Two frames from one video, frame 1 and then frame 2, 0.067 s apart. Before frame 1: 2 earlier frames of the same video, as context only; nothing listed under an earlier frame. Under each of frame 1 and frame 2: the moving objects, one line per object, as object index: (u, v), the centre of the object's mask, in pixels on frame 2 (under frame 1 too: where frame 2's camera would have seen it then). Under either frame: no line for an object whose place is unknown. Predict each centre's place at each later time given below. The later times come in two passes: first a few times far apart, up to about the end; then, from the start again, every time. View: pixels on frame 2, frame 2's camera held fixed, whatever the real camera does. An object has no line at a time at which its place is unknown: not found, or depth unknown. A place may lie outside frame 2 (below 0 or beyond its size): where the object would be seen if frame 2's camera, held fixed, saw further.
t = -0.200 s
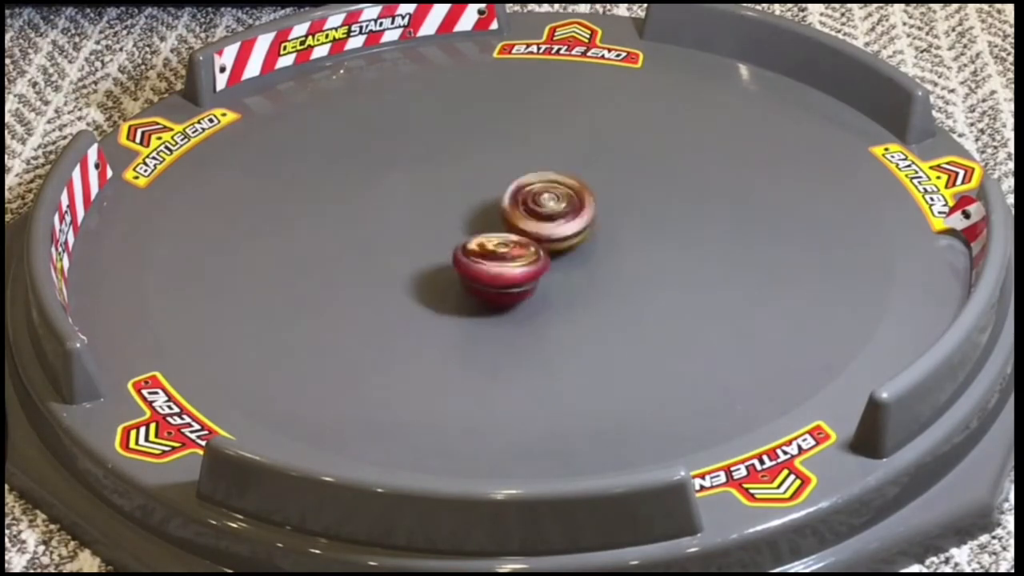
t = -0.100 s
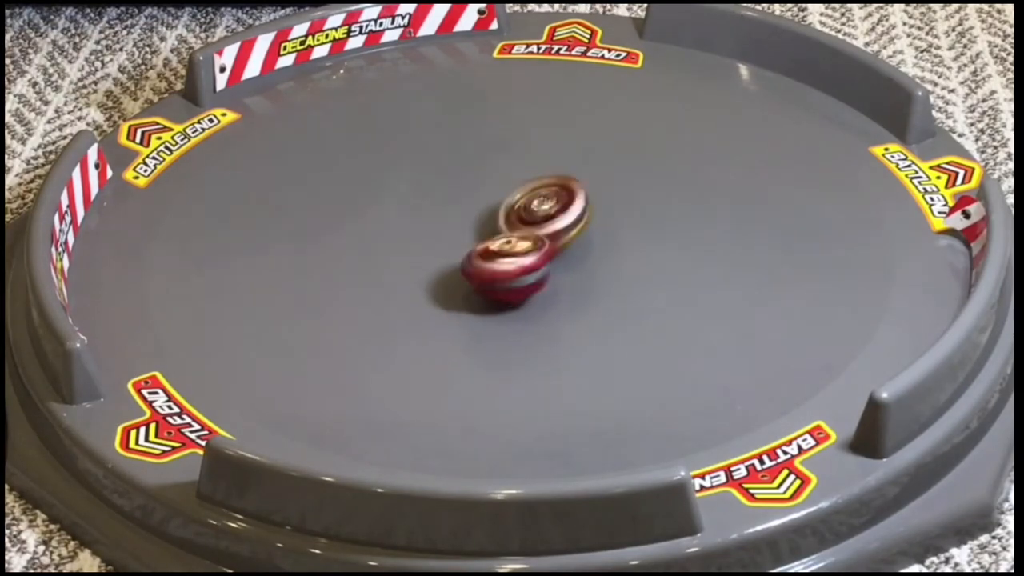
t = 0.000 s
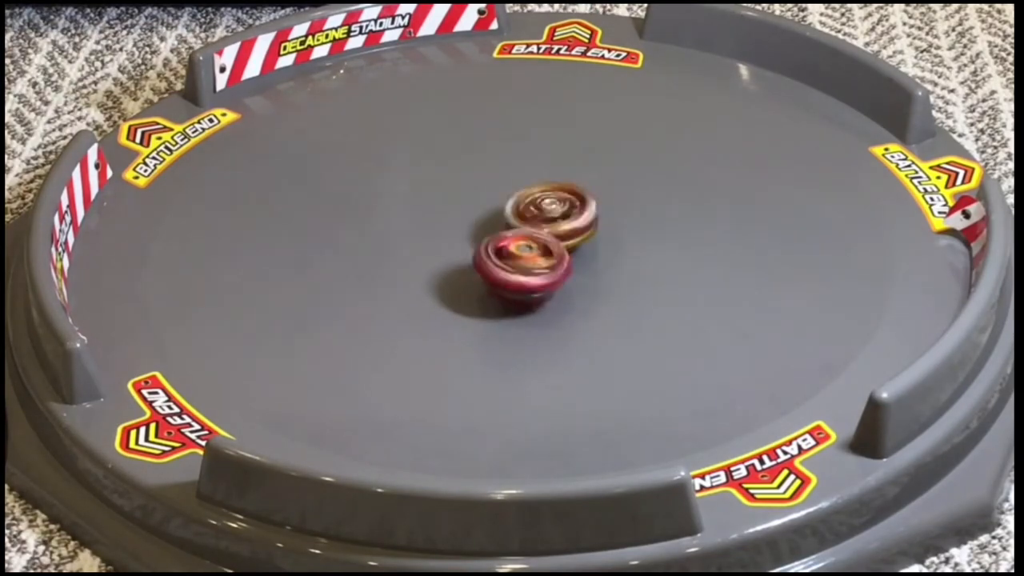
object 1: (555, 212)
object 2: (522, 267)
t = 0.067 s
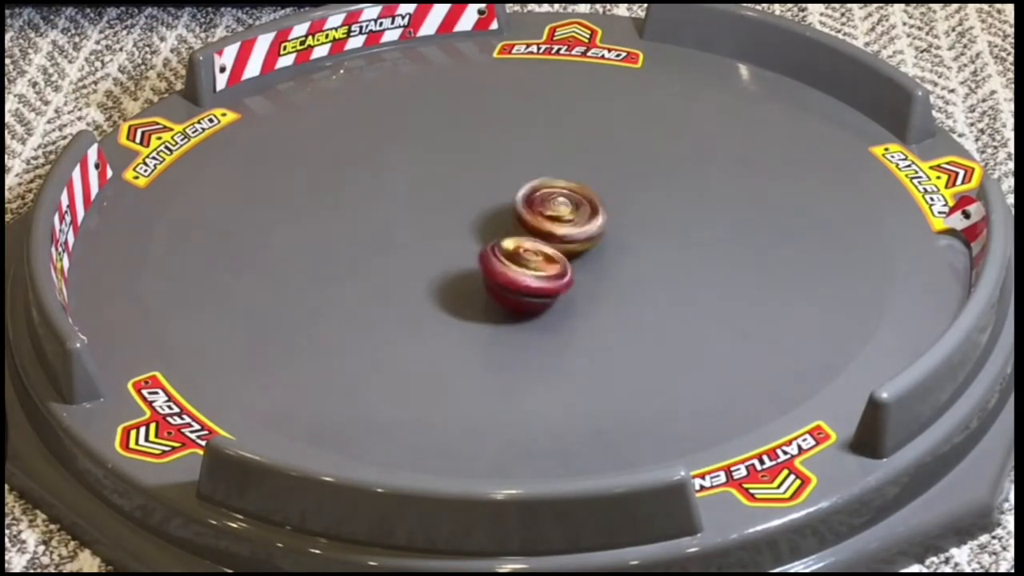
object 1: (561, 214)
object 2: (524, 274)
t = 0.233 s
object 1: (548, 217)
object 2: (531, 280)
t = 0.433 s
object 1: (542, 209)
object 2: (532, 272)
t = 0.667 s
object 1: (538, 207)
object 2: (514, 280)
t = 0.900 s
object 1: (530, 212)
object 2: (498, 277)
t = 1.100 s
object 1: (535, 210)
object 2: (484, 265)
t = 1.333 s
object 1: (523, 212)
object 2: (469, 256)
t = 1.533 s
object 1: (538, 222)
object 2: (473, 256)
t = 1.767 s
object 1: (541, 223)
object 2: (512, 295)
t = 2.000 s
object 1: (531, 221)
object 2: (548, 298)
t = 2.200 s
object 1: (530, 221)
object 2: (559, 298)
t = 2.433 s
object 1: (530, 223)
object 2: (560, 298)
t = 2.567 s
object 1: (531, 223)
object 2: (561, 298)
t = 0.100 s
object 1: (562, 215)
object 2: (525, 277)
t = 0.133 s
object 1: (558, 216)
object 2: (524, 278)
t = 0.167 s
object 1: (554, 215)
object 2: (526, 279)
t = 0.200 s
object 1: (551, 216)
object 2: (528, 279)
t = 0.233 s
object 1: (548, 217)
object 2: (531, 280)
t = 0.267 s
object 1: (549, 217)
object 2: (533, 278)
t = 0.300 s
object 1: (551, 217)
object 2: (535, 275)
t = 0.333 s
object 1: (554, 215)
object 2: (539, 273)
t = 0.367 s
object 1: (552, 214)
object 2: (539, 272)
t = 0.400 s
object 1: (548, 211)
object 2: (537, 271)
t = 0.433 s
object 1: (542, 209)
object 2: (532, 272)
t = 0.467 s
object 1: (539, 209)
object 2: (532, 273)
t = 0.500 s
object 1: (545, 208)
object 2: (533, 276)
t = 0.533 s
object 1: (547, 209)
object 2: (530, 276)
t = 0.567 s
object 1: (550, 207)
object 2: (527, 278)
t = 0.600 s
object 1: (546, 207)
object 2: (521, 278)
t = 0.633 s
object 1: (543, 206)
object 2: (517, 279)
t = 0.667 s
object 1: (538, 207)
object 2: (514, 280)
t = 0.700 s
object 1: (536, 206)
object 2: (511, 281)
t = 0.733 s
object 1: (532, 207)
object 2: (510, 281)
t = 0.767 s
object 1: (530, 208)
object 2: (509, 281)
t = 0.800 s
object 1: (530, 209)
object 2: (509, 280)
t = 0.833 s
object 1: (531, 211)
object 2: (505, 278)
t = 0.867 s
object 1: (530, 211)
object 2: (502, 277)
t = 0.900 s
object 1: (530, 212)
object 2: (498, 277)
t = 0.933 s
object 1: (529, 211)
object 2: (494, 276)
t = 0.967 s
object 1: (529, 210)
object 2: (490, 274)
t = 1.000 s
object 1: (533, 209)
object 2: (489, 270)
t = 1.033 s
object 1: (533, 209)
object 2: (489, 270)
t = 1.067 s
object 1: (533, 209)
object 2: (486, 267)
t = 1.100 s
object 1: (535, 210)
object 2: (484, 265)
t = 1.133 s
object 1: (531, 211)
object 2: (478, 264)
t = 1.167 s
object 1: (527, 212)
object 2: (475, 263)
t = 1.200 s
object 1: (523, 212)
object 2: (470, 261)
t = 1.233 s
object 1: (522, 211)
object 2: (470, 260)
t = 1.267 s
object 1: (521, 210)
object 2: (470, 259)
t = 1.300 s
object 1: (521, 210)
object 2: (469, 257)
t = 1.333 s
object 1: (523, 212)
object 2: (469, 256)
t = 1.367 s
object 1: (526, 216)
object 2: (468, 255)
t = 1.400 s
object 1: (530, 218)
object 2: (470, 256)
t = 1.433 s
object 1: (533, 220)
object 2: (471, 254)
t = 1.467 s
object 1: (536, 222)
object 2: (471, 254)
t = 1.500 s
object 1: (537, 222)
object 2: (470, 253)
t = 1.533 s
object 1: (538, 222)
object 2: (473, 256)
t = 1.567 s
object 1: (538, 221)
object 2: (479, 259)
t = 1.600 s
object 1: (536, 219)
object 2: (484, 263)
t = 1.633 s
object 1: (536, 219)
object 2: (490, 267)
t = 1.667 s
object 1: (537, 219)
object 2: (497, 275)
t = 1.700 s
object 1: (539, 221)
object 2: (502, 282)
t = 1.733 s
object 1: (540, 223)
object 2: (506, 288)
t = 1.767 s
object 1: (541, 223)
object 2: (512, 295)
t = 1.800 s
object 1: (541, 224)
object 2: (518, 300)
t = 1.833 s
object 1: (539, 224)
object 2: (523, 302)
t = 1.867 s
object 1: (538, 224)
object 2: (530, 303)
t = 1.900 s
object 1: (537, 224)
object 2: (537, 304)
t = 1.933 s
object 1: (536, 223)
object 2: (541, 305)
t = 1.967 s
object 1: (534, 223)
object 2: (545, 303)
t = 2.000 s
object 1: (531, 221)
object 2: (548, 298)
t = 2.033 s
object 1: (529, 221)
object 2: (555, 297)
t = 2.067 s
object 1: (528, 221)
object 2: (559, 297)
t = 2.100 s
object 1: (530, 221)
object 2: (562, 296)
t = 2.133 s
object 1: (531, 221)
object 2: (562, 296)
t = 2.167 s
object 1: (531, 221)
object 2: (560, 297)
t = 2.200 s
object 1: (530, 221)
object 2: (559, 298)
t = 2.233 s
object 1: (530, 222)
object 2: (559, 301)
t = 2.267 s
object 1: (531, 222)
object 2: (558, 301)
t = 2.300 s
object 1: (531, 223)
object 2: (558, 301)
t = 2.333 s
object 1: (531, 223)
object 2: (559, 300)
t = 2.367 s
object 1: (531, 223)
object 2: (560, 299)
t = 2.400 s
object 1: (530, 223)
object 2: (560, 299)
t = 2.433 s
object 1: (530, 223)
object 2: (560, 298)
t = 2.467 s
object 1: (530, 223)
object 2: (561, 298)
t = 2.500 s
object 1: (530, 223)
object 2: (561, 298)
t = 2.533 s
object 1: (531, 223)
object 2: (561, 298)
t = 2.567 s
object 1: (531, 223)
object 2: (561, 298)
